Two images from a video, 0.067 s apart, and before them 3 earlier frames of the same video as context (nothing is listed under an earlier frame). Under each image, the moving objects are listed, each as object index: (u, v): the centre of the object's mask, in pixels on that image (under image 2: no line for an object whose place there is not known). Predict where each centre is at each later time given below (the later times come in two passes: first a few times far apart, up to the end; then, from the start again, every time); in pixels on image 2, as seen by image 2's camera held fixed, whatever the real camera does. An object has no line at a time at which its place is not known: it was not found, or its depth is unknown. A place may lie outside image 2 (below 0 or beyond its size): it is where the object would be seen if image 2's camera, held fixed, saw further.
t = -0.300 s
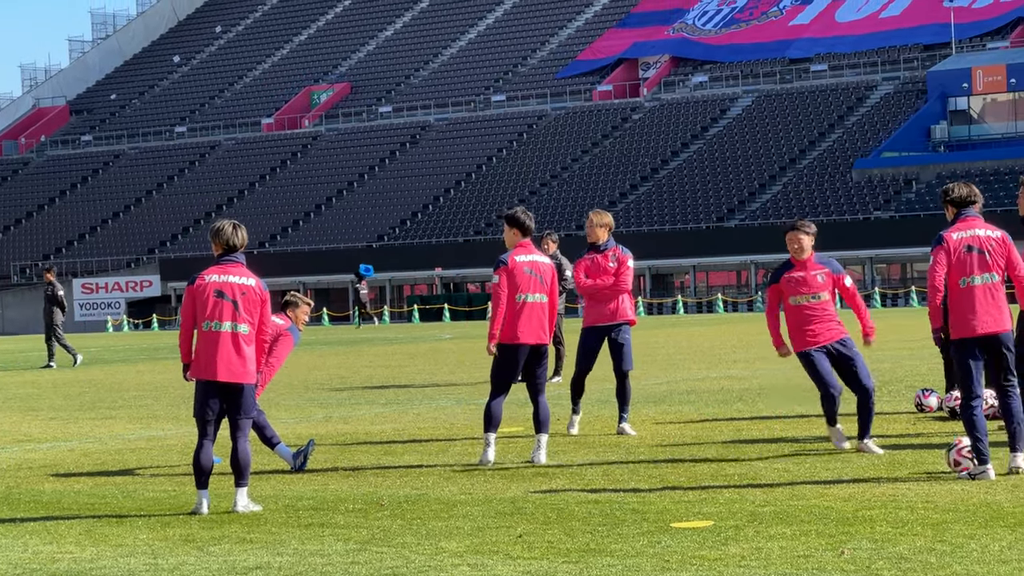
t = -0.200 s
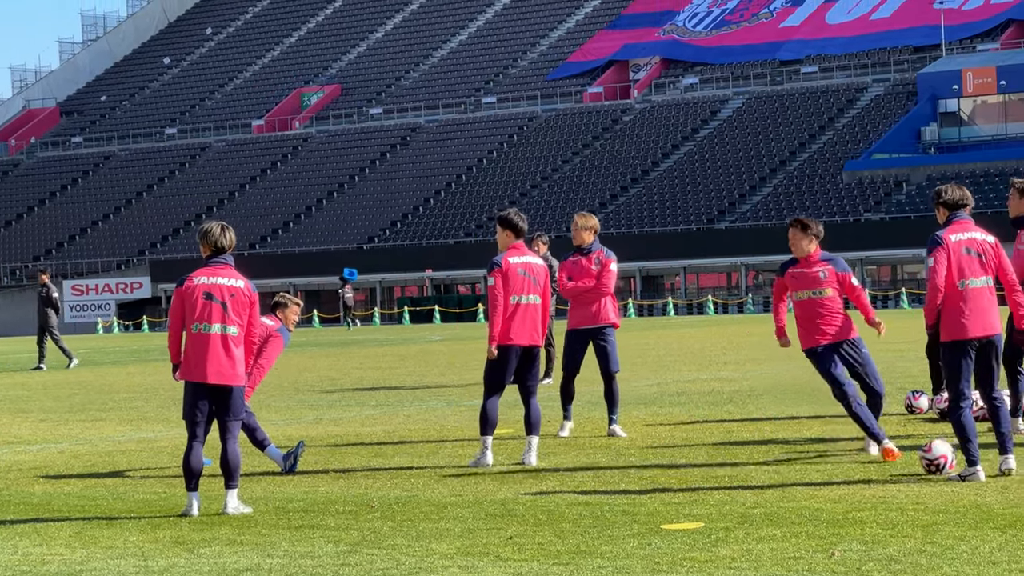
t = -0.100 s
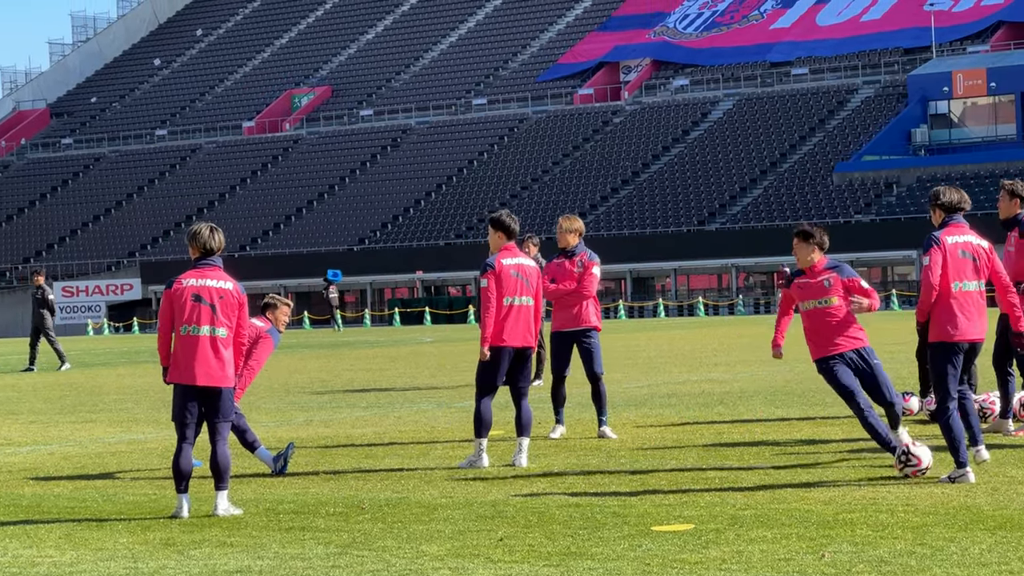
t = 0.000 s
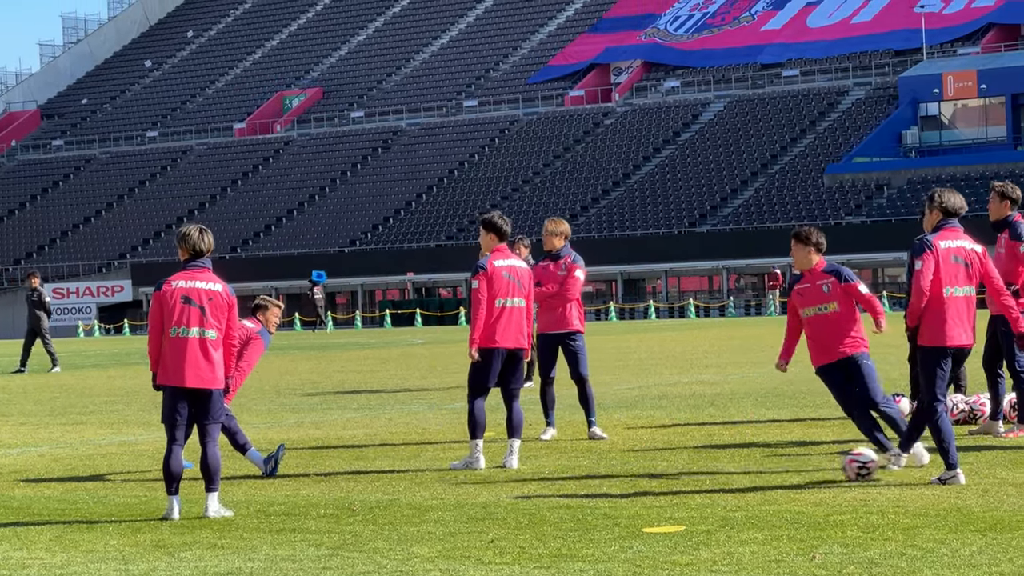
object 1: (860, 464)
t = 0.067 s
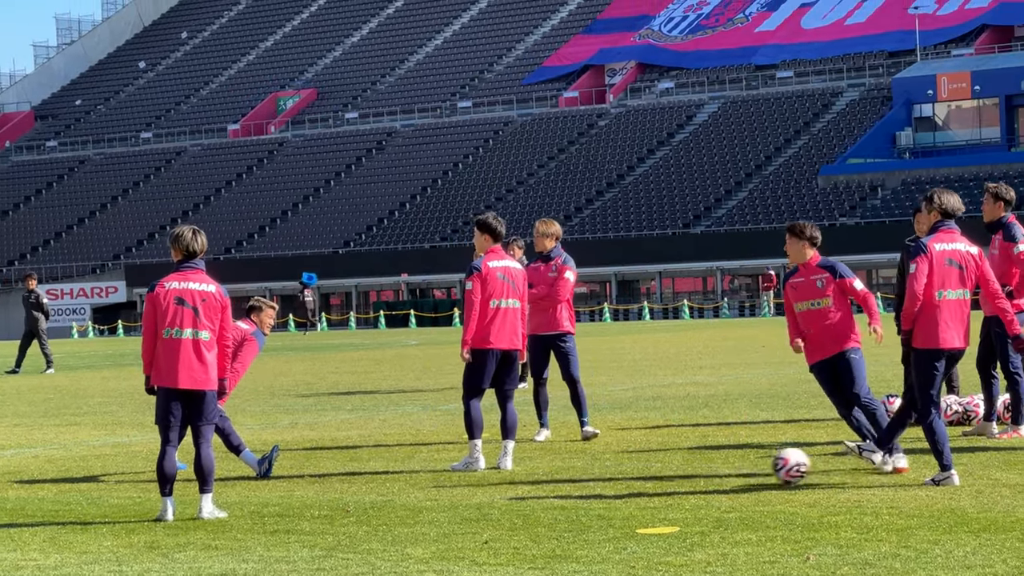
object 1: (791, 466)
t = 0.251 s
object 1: (632, 473)
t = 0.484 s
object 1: (461, 481)
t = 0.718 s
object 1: (325, 487)
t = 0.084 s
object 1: (776, 467)
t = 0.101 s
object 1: (761, 468)
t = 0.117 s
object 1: (745, 469)
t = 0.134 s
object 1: (730, 471)
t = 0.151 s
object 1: (715, 471)
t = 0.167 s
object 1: (702, 470)
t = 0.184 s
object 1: (687, 470)
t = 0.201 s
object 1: (673, 470)
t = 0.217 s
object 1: (659, 470)
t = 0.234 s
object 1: (646, 471)
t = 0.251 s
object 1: (632, 473)
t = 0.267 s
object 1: (618, 475)
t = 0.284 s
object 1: (605, 476)
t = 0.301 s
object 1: (591, 478)
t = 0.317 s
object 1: (579, 477)
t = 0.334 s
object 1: (566, 477)
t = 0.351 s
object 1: (554, 476)
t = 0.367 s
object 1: (542, 476)
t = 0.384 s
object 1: (530, 477)
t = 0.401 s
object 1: (519, 479)
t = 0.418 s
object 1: (506, 480)
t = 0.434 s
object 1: (494, 481)
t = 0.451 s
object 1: (482, 481)
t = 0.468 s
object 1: (472, 482)
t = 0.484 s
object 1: (461, 481)
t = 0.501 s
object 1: (452, 481)
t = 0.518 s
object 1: (442, 480)
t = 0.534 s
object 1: (431, 481)
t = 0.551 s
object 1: (422, 481)
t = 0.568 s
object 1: (412, 483)
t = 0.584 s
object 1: (401, 484)
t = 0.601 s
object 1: (392, 486)
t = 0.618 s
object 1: (382, 486)
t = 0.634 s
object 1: (372, 486)
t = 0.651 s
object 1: (362, 485)
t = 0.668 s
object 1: (353, 486)
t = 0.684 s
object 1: (344, 485)
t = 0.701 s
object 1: (334, 486)
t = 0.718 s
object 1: (325, 487)
